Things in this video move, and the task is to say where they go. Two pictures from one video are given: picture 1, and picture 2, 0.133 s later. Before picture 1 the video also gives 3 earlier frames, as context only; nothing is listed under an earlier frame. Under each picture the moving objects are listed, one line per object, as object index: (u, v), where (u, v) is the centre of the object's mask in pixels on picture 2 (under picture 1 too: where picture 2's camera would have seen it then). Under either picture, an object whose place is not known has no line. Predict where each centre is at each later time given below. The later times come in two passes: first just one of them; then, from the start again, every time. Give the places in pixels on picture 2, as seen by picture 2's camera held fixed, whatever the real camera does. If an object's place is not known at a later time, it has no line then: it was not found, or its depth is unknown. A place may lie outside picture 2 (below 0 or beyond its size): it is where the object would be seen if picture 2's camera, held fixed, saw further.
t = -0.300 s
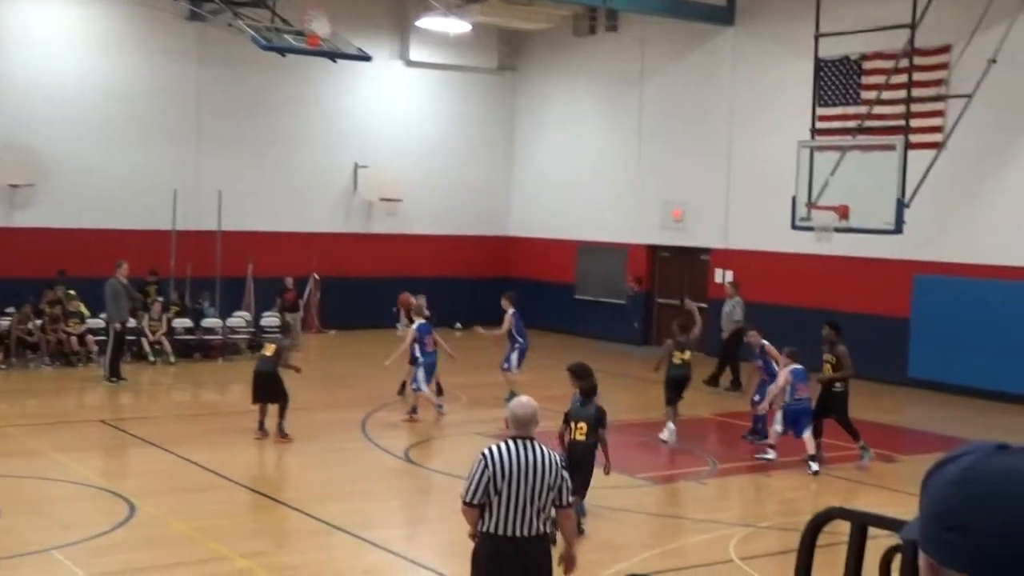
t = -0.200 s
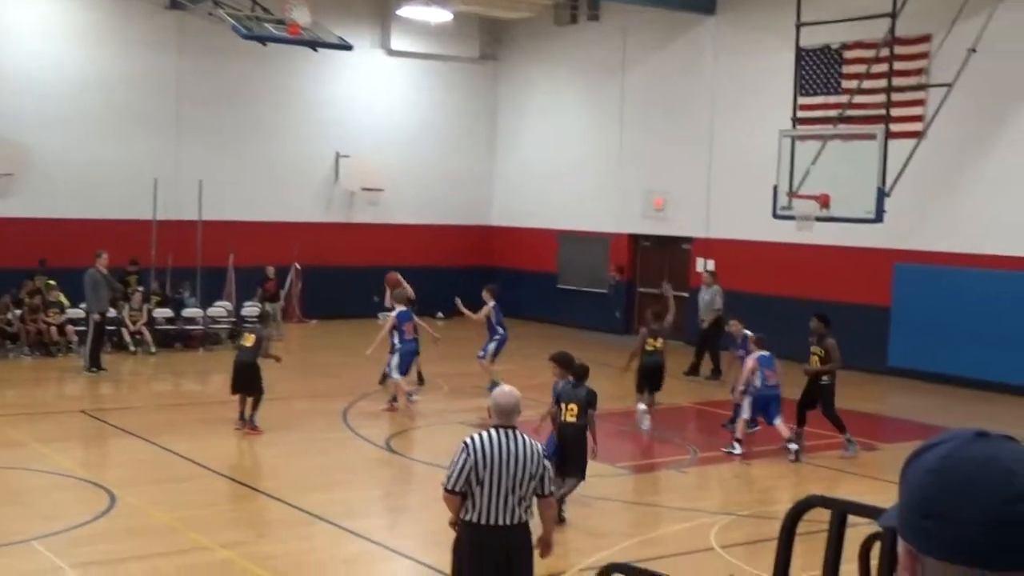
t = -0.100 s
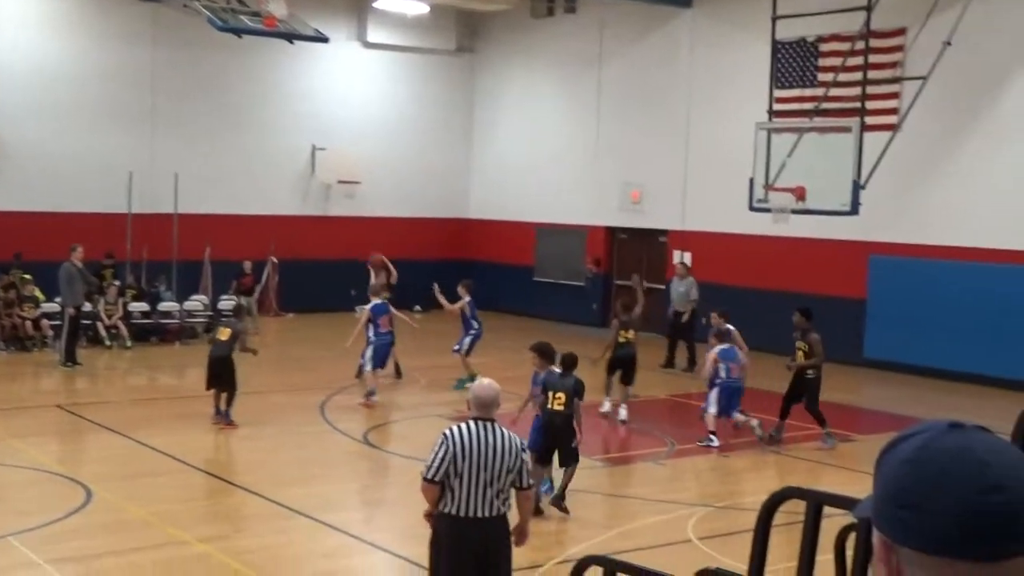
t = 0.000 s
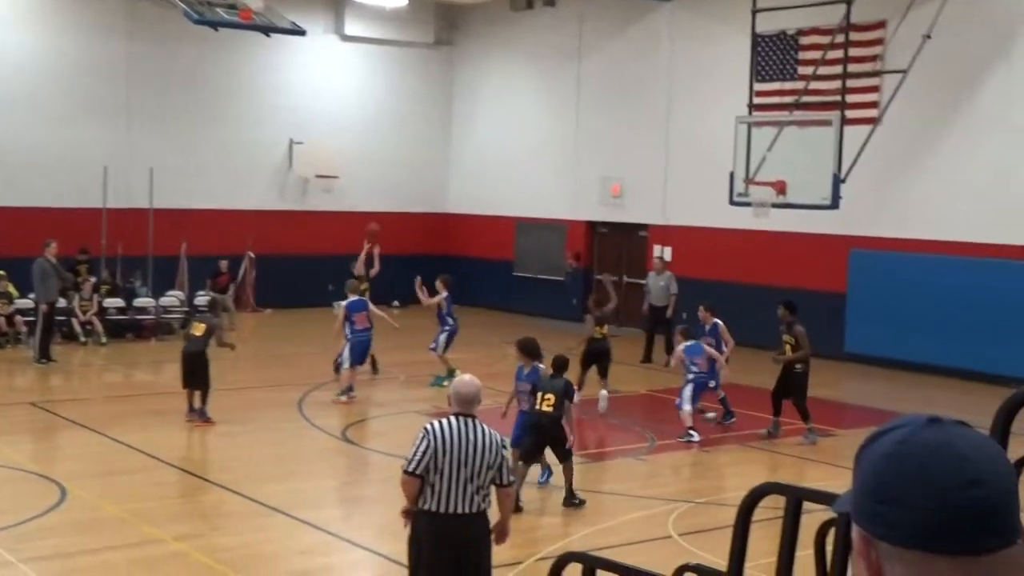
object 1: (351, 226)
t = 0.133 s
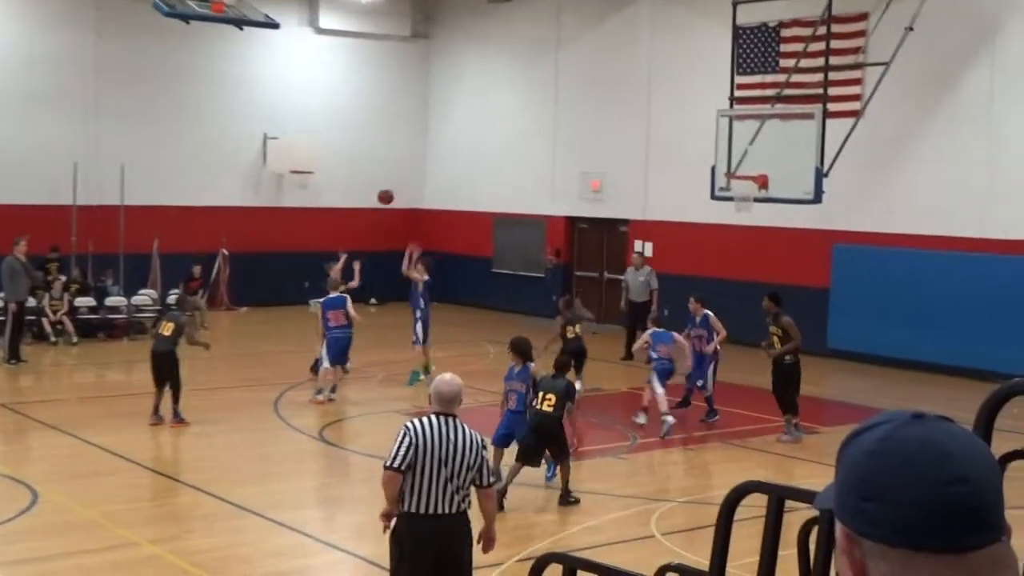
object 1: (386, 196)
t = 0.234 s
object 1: (412, 181)
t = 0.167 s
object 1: (395, 190)
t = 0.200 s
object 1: (403, 185)
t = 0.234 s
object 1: (412, 181)
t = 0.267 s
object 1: (421, 177)
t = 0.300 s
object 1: (431, 174)
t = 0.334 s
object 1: (440, 171)
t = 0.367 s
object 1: (448, 170)
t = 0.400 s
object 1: (458, 169)
